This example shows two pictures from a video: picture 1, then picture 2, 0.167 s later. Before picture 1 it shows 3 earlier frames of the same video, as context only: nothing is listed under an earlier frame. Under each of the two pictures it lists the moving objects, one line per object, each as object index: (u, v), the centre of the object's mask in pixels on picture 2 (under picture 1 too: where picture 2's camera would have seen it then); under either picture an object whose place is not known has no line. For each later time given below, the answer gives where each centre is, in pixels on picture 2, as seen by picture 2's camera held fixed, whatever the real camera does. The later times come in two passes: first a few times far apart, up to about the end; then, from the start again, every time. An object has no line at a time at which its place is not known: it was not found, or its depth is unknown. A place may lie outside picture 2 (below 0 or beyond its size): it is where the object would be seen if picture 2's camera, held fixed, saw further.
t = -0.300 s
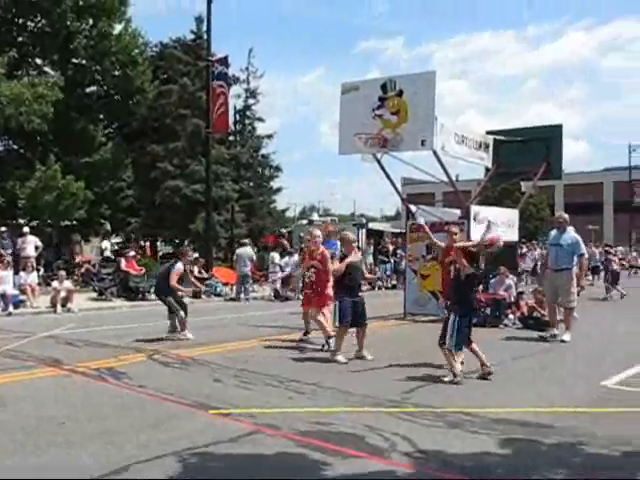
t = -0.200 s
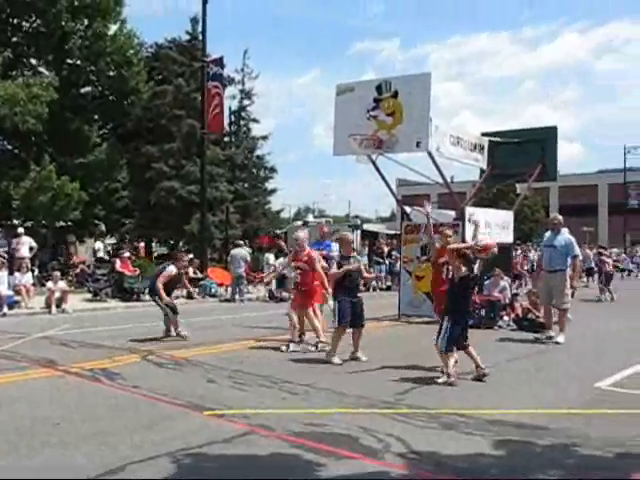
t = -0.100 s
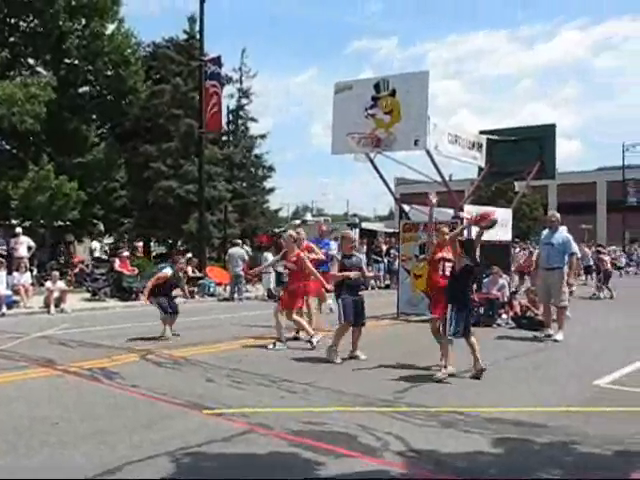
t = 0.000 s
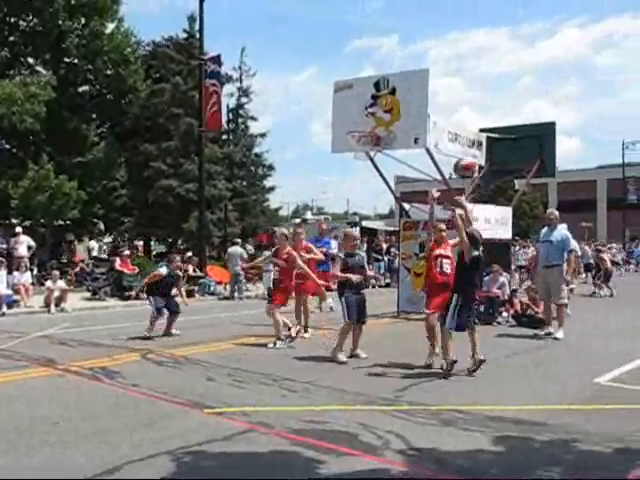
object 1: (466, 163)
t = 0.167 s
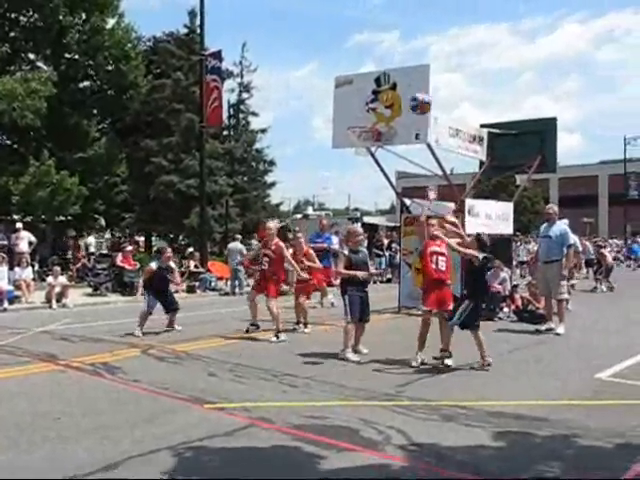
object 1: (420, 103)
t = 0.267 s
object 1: (395, 81)
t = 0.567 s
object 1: (326, 75)
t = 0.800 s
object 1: (277, 118)
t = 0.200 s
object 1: (412, 95)
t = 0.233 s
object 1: (404, 88)
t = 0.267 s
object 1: (395, 81)
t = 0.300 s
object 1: (386, 78)
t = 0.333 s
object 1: (379, 75)
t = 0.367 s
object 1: (369, 72)
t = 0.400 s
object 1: (362, 70)
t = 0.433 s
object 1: (355, 70)
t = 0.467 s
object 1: (347, 69)
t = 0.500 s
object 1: (340, 70)
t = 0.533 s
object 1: (332, 72)
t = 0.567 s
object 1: (326, 75)
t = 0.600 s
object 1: (319, 79)
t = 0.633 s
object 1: (311, 84)
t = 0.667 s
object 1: (305, 89)
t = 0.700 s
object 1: (298, 94)
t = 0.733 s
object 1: (291, 102)
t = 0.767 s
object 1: (285, 110)
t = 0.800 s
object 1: (277, 118)
